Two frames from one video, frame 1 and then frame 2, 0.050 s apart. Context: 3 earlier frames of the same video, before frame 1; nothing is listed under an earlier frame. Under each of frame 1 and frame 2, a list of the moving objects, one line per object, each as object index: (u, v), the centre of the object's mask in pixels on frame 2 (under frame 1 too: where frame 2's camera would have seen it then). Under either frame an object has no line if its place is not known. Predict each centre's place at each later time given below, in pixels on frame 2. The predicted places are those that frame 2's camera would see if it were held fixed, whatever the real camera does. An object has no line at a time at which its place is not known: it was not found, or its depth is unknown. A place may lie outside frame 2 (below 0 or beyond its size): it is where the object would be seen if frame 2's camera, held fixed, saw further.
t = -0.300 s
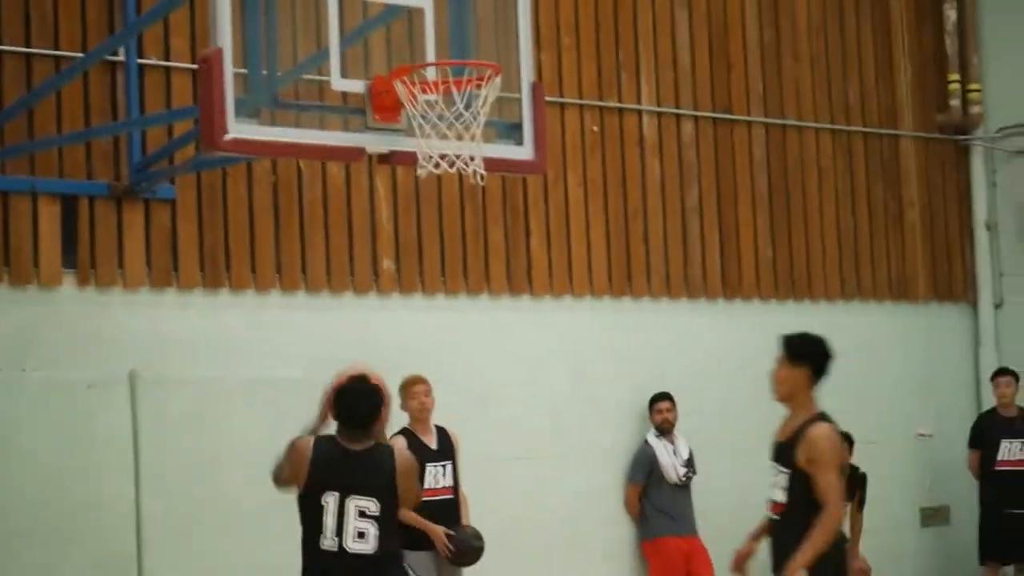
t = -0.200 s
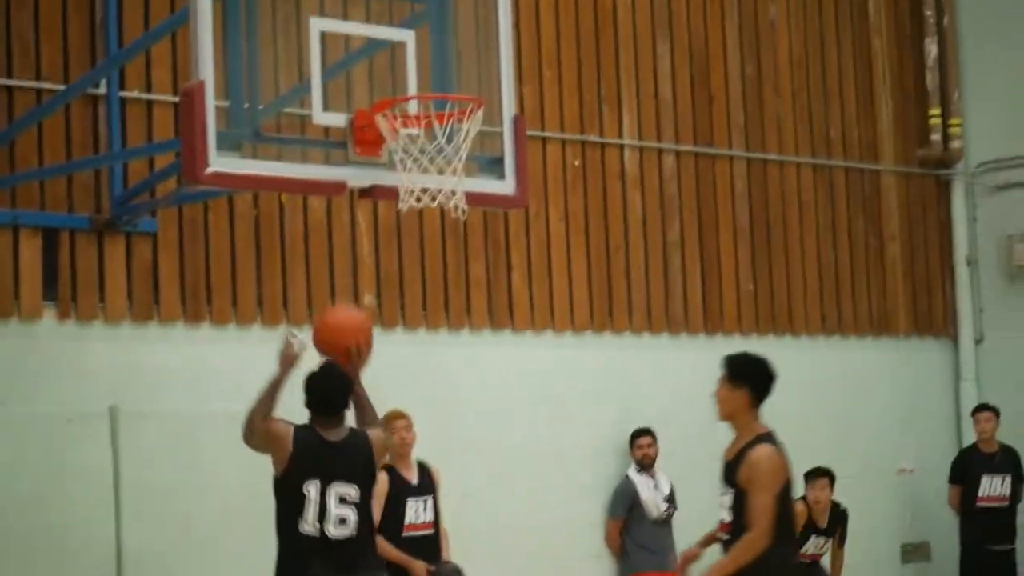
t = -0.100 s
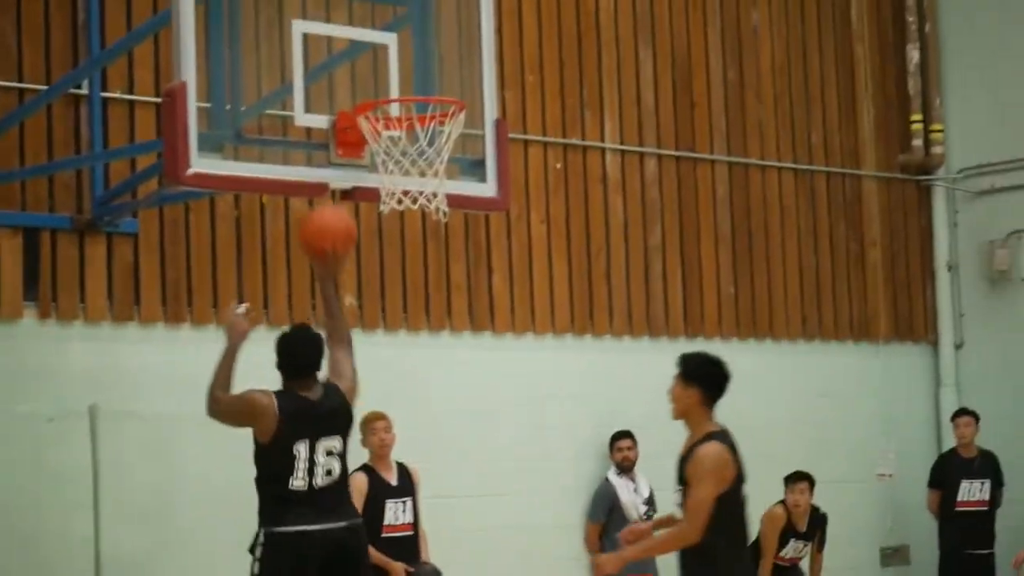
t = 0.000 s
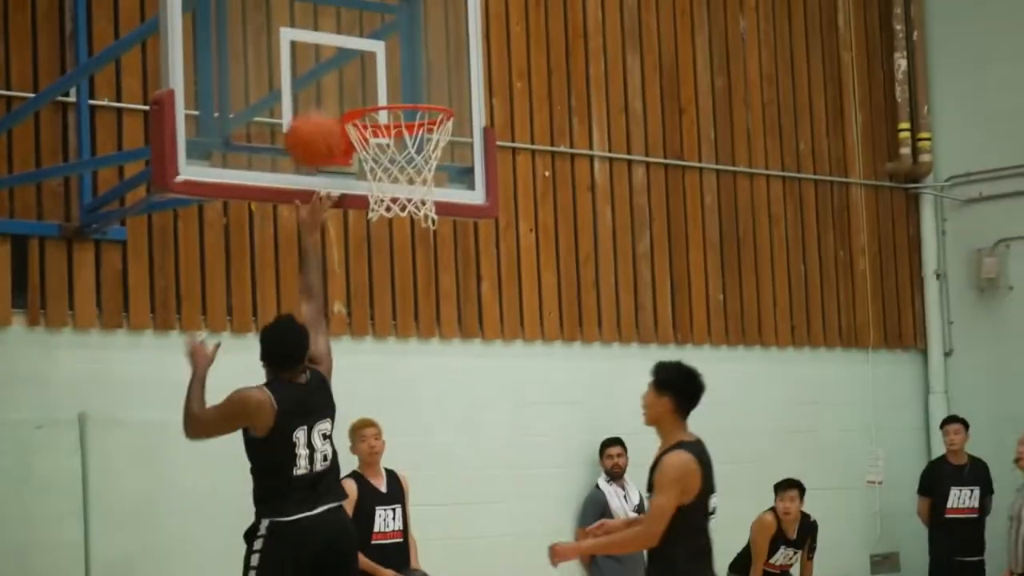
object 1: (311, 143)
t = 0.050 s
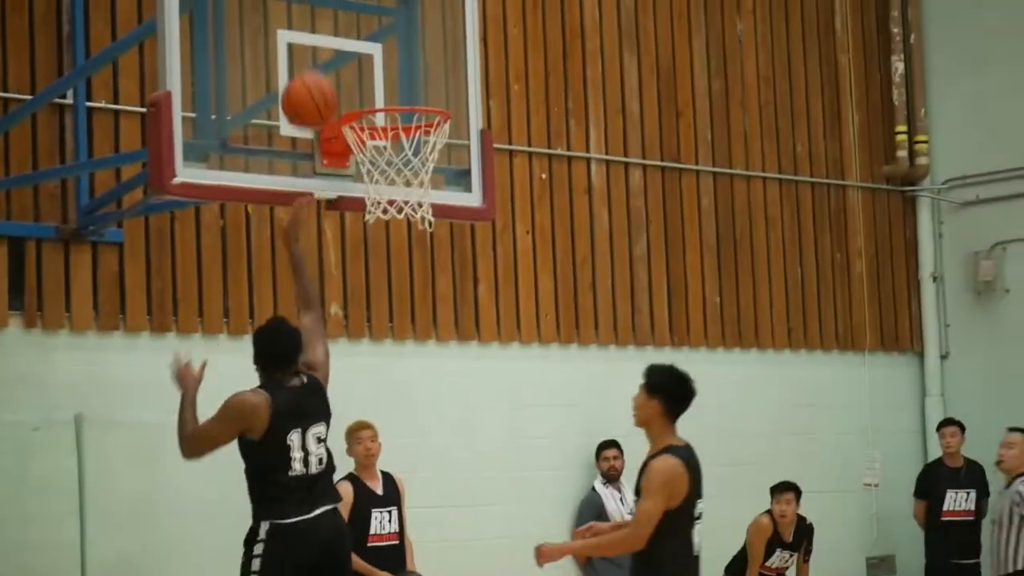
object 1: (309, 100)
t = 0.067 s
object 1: (309, 88)
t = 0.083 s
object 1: (309, 77)
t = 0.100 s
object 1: (309, 67)
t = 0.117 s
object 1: (310, 57)
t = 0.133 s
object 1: (310, 49)
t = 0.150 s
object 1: (310, 39)
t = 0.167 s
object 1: (311, 30)
